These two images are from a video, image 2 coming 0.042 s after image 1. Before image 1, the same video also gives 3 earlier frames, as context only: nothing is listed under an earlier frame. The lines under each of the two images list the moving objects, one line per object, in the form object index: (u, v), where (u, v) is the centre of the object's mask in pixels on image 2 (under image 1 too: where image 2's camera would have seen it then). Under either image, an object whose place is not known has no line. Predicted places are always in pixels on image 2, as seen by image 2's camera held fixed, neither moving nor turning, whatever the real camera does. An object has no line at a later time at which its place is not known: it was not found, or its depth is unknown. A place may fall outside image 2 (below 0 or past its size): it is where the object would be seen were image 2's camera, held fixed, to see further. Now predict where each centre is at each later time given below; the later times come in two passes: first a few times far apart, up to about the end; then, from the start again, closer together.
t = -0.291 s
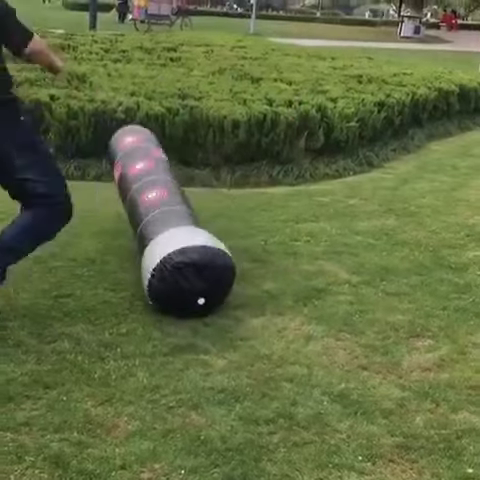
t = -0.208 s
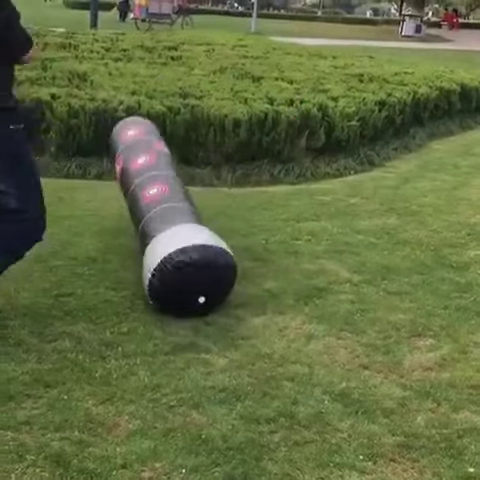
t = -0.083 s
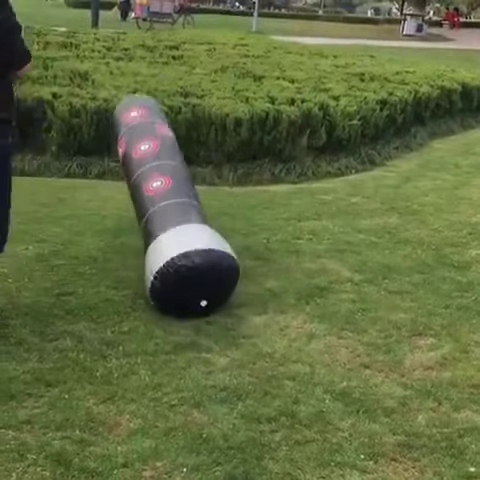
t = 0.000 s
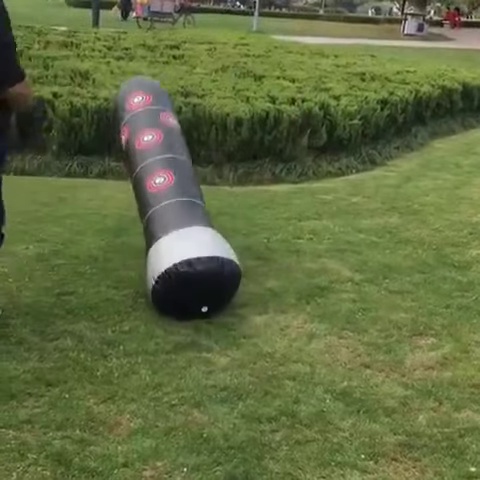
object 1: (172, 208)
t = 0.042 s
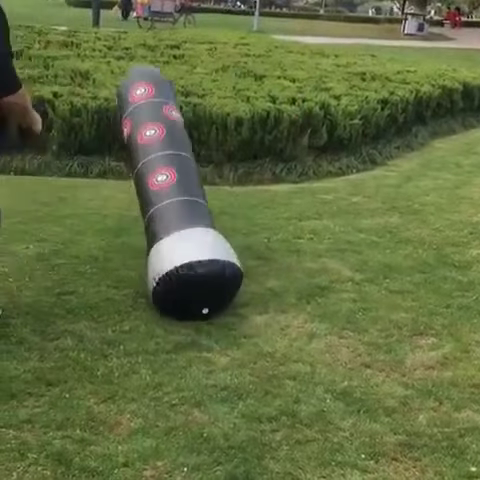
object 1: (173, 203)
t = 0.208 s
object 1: (181, 186)
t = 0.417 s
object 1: (207, 172)
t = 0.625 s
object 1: (239, 173)
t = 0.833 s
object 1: (239, 183)
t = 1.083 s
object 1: (223, 171)
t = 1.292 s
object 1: (213, 168)
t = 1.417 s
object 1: (214, 168)
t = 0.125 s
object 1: (177, 195)
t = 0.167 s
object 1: (179, 190)
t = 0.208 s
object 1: (181, 186)
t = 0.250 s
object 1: (184, 181)
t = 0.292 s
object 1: (187, 175)
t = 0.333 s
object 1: (191, 173)
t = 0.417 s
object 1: (207, 172)
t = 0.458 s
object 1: (214, 172)
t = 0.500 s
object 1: (221, 172)
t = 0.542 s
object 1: (228, 173)
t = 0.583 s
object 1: (234, 173)
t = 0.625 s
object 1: (239, 173)
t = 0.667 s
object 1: (242, 176)
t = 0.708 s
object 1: (243, 179)
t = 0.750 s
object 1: (243, 182)
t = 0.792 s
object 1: (242, 182)
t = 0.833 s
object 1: (239, 183)
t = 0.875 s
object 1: (237, 182)
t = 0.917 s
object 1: (234, 181)
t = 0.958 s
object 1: (231, 179)
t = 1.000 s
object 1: (228, 177)
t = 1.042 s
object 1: (226, 174)
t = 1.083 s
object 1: (223, 171)
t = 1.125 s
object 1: (220, 171)
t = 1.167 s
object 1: (218, 170)
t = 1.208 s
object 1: (216, 169)
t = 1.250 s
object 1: (215, 168)
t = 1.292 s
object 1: (213, 168)
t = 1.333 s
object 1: (213, 168)
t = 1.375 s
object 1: (213, 168)
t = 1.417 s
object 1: (214, 168)
